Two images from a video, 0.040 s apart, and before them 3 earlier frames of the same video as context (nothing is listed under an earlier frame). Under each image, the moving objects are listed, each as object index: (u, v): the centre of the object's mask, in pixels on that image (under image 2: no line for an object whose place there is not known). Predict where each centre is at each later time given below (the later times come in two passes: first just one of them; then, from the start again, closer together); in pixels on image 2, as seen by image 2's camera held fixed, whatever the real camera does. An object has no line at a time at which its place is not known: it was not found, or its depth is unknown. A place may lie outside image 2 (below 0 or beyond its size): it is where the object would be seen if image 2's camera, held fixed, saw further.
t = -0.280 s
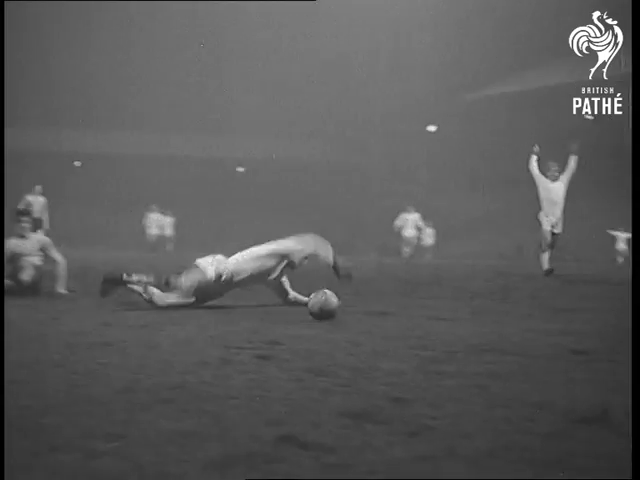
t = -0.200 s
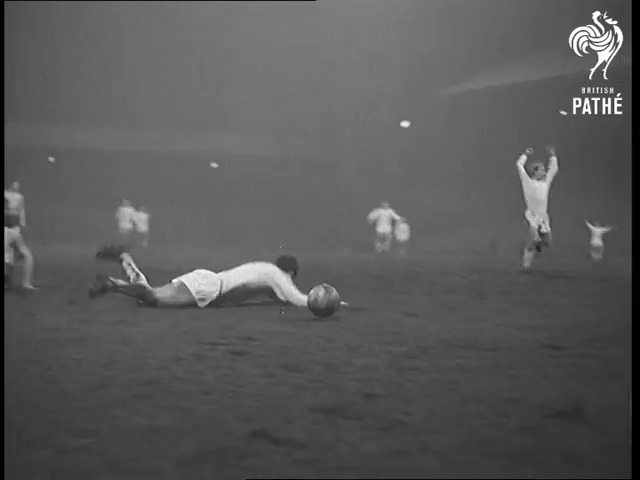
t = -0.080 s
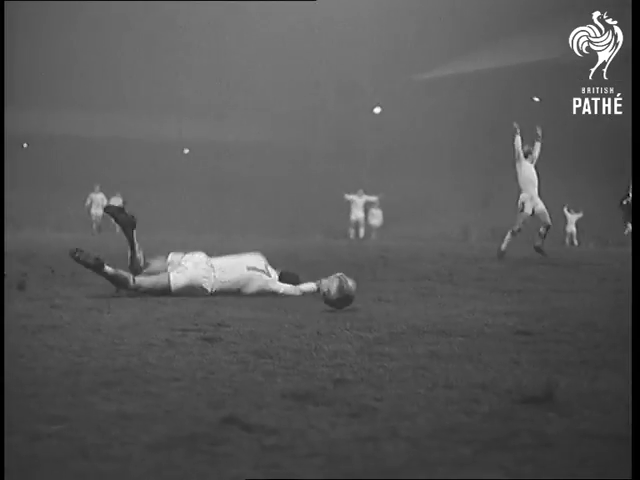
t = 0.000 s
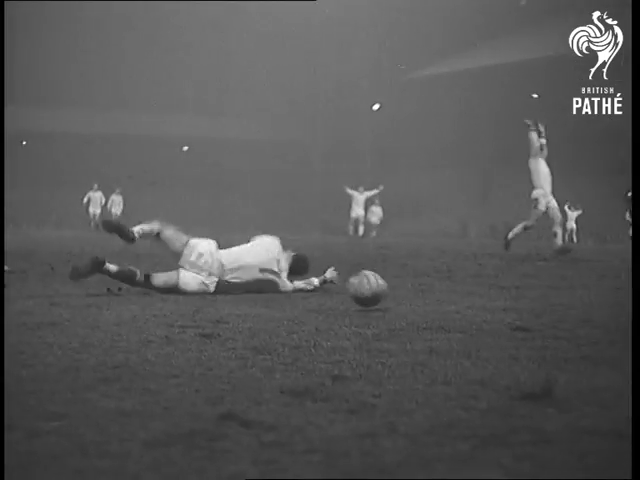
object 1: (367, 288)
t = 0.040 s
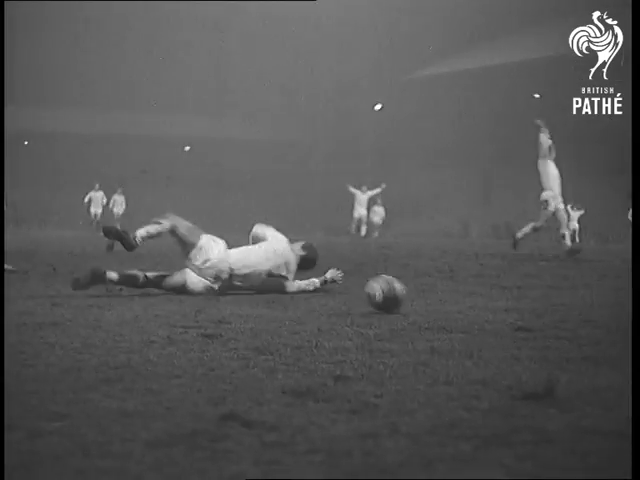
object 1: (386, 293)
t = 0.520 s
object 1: (620, 318)
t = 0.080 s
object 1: (405, 298)
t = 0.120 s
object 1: (427, 296)
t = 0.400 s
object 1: (563, 301)
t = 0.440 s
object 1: (582, 303)
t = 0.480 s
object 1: (605, 308)
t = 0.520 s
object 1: (620, 318)
